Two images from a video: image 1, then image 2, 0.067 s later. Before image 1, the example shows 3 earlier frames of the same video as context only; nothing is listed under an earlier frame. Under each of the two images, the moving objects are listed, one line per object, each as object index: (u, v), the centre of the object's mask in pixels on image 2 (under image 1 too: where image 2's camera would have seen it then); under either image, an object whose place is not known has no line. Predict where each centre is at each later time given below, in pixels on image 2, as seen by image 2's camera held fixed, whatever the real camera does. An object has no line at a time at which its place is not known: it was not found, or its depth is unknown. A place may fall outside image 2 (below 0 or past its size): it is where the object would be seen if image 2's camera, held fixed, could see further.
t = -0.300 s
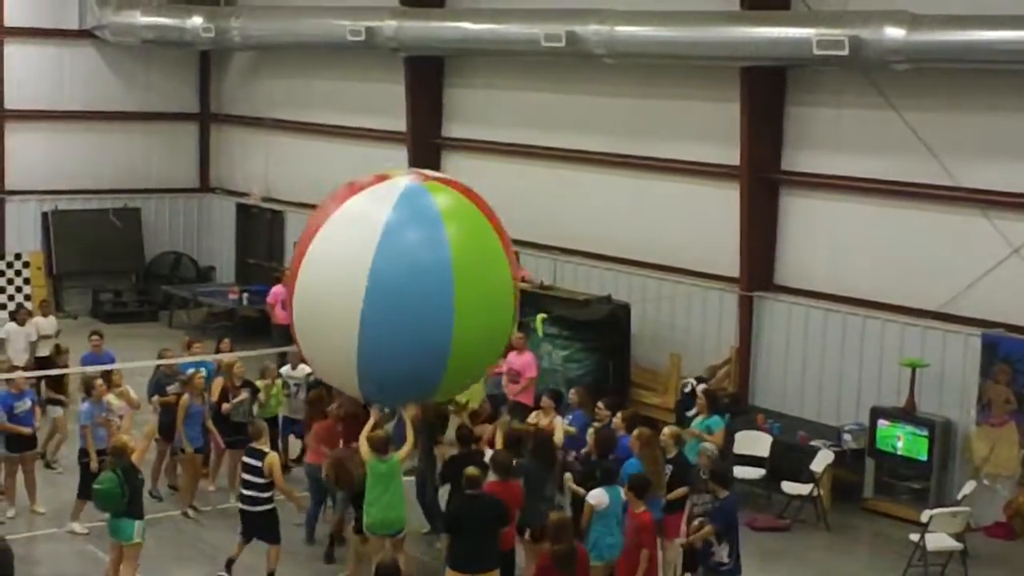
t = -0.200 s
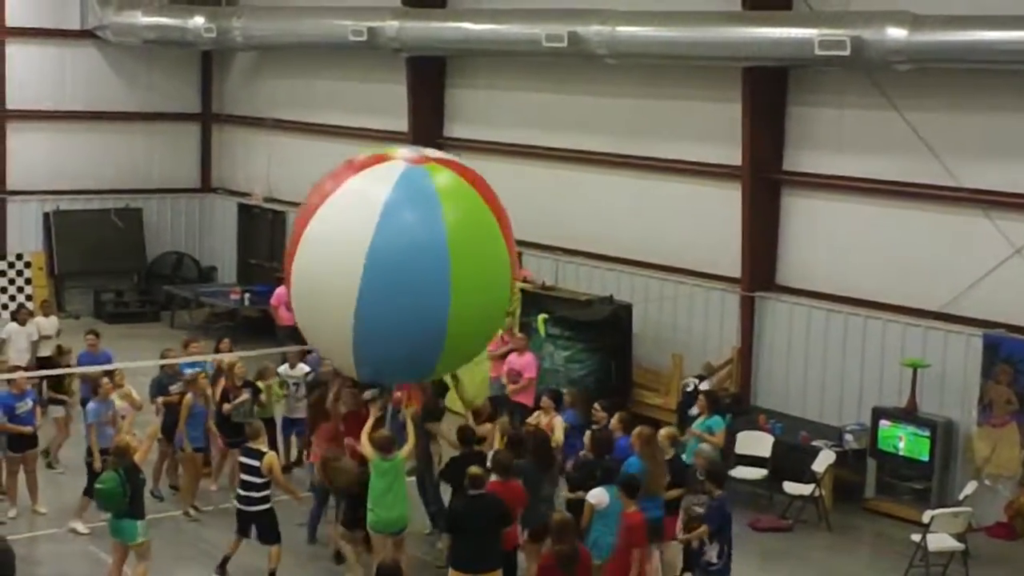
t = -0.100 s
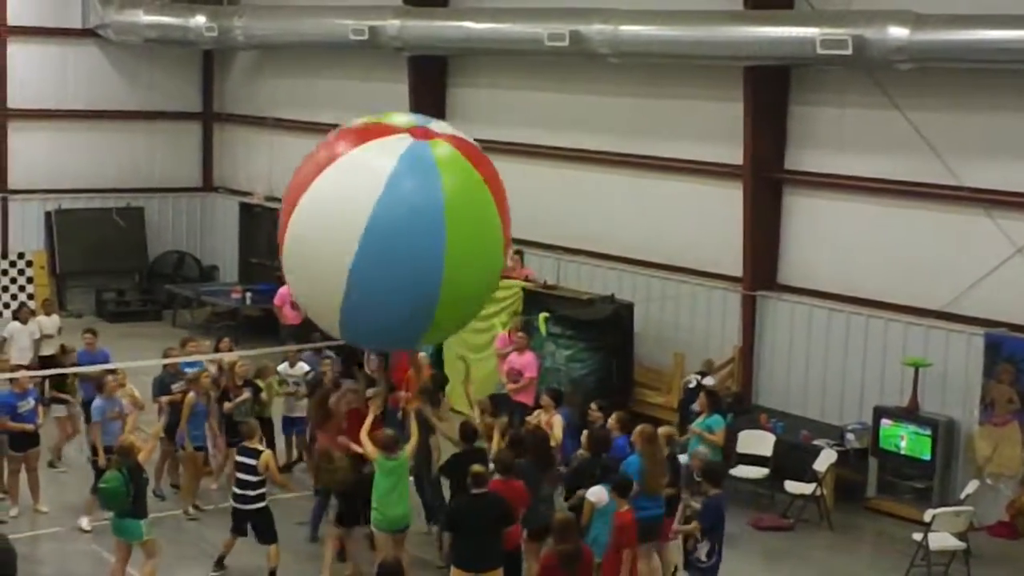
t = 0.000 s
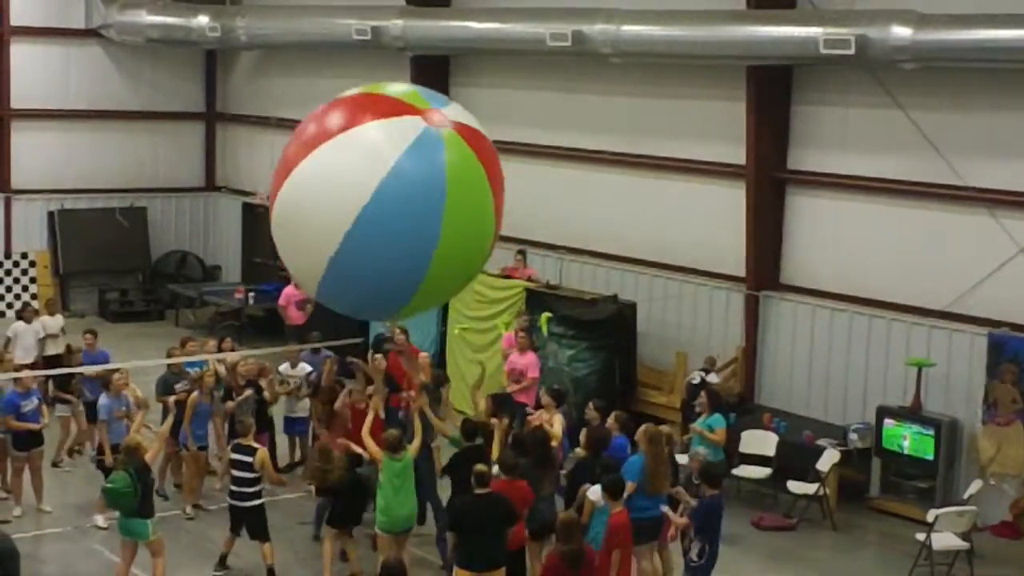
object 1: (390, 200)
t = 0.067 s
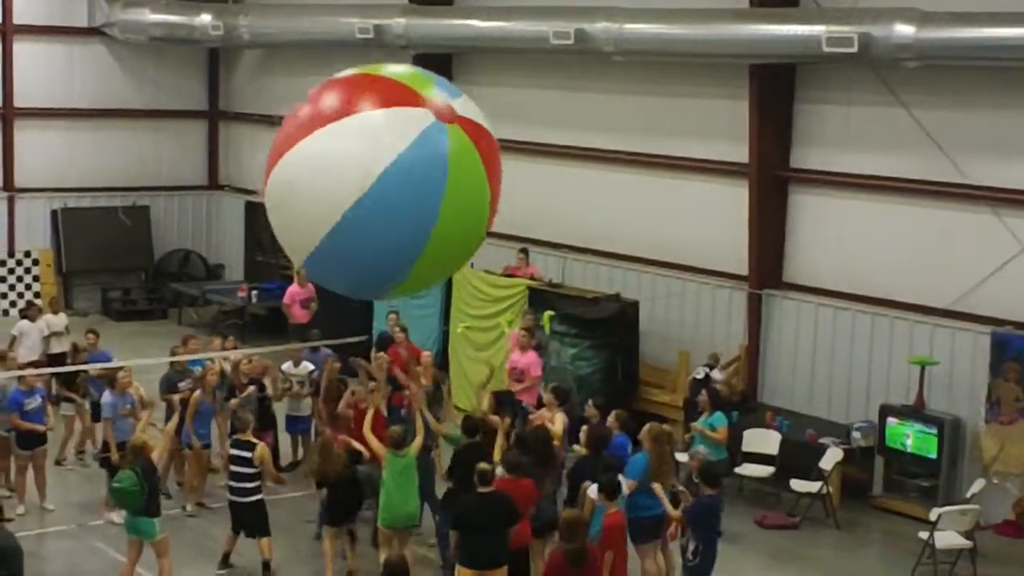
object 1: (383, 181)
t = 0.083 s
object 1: (384, 177)
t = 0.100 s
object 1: (382, 172)
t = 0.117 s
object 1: (381, 168)
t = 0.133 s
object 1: (379, 164)
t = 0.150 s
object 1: (380, 161)
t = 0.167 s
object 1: (378, 157)
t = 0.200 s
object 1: (374, 149)
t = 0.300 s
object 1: (363, 130)
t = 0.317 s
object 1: (360, 127)
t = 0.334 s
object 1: (358, 123)
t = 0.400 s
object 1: (352, 115)
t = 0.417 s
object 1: (345, 112)
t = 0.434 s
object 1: (341, 110)
